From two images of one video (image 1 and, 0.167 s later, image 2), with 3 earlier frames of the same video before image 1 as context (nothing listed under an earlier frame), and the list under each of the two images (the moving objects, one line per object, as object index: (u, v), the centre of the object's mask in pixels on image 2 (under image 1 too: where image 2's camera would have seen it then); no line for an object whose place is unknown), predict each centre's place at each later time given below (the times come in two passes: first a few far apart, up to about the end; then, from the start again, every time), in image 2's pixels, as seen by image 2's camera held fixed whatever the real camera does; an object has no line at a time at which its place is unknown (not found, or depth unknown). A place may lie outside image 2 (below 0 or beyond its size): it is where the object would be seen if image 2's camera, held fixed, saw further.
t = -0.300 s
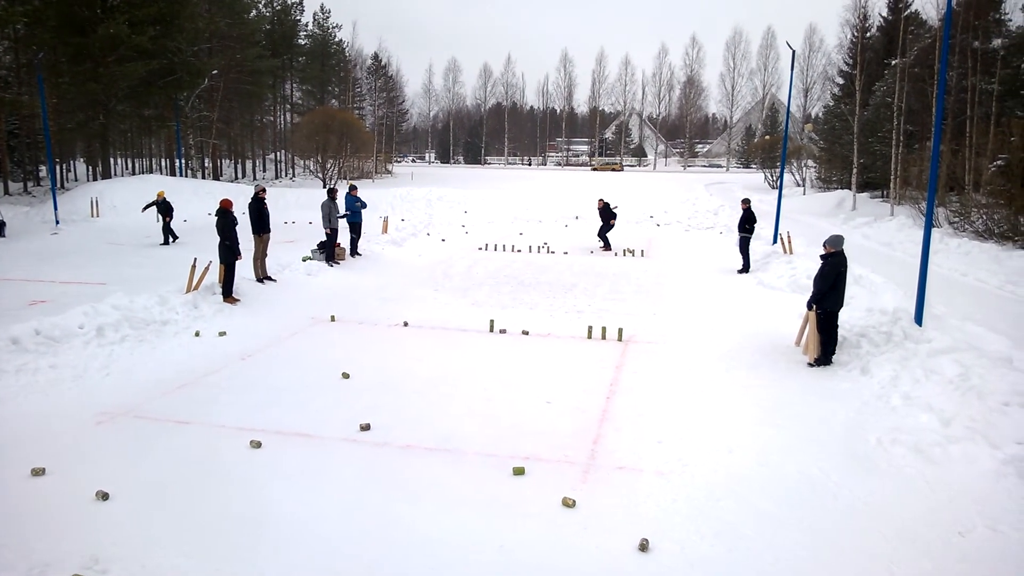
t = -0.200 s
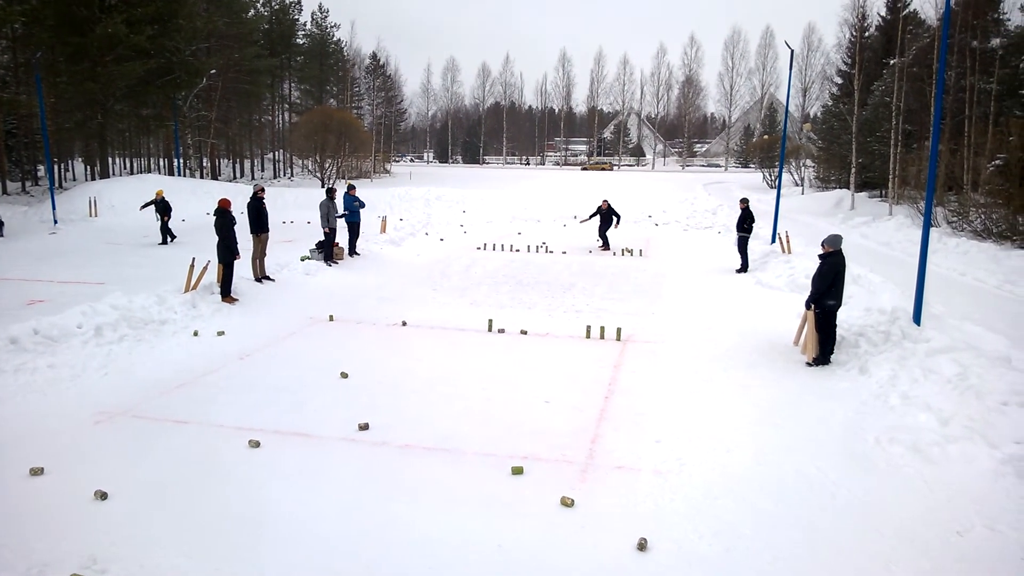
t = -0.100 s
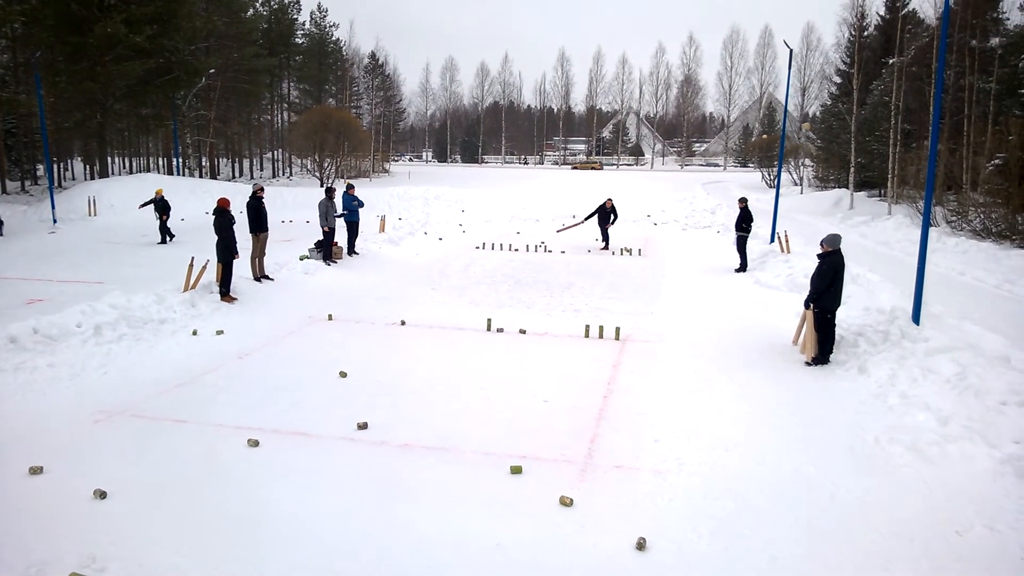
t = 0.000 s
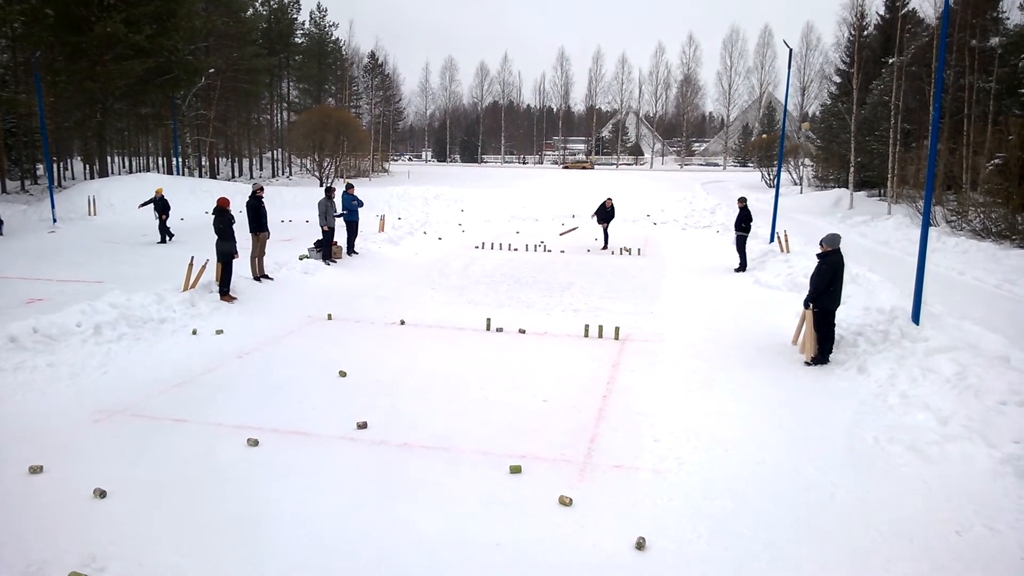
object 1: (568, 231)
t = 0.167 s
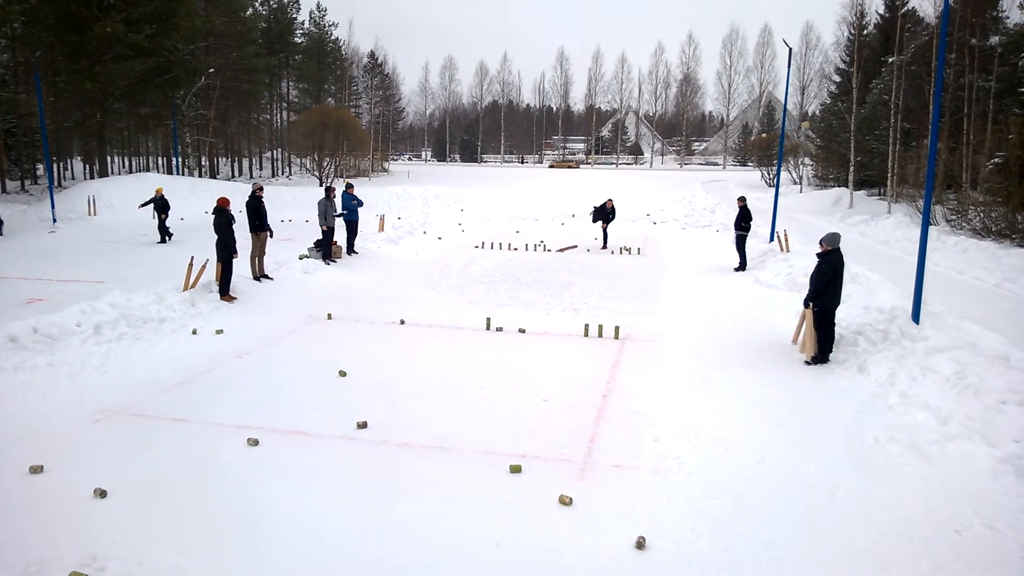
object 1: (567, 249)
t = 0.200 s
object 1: (566, 254)
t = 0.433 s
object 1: (563, 291)
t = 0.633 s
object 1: (558, 315)
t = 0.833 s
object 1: (552, 356)
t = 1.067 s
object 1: (545, 426)
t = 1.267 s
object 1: (527, 508)
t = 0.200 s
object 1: (566, 254)
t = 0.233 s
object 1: (566, 260)
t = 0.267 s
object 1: (566, 267)
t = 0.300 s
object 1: (566, 275)
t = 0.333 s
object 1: (565, 283)
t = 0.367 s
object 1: (564, 288)
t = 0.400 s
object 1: (563, 289)
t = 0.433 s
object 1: (563, 291)
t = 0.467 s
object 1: (562, 293)
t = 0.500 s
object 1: (561, 296)
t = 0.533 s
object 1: (560, 299)
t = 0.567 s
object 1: (560, 303)
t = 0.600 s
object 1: (559, 309)
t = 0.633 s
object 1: (558, 315)
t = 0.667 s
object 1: (557, 322)
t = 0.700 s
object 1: (555, 331)
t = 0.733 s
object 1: (554, 340)
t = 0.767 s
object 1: (553, 344)
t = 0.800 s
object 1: (552, 349)
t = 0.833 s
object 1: (552, 356)
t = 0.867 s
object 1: (551, 364)
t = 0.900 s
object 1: (550, 373)
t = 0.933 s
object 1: (549, 383)
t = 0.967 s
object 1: (549, 394)
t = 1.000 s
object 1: (548, 406)
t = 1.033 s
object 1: (547, 415)
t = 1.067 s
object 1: (545, 426)
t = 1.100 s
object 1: (544, 439)
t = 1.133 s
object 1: (543, 453)
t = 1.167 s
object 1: (539, 466)
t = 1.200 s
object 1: (536, 479)
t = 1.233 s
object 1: (532, 493)
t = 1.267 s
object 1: (527, 508)
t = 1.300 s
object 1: (522, 524)
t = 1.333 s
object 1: (516, 542)
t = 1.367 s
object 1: (508, 559)
